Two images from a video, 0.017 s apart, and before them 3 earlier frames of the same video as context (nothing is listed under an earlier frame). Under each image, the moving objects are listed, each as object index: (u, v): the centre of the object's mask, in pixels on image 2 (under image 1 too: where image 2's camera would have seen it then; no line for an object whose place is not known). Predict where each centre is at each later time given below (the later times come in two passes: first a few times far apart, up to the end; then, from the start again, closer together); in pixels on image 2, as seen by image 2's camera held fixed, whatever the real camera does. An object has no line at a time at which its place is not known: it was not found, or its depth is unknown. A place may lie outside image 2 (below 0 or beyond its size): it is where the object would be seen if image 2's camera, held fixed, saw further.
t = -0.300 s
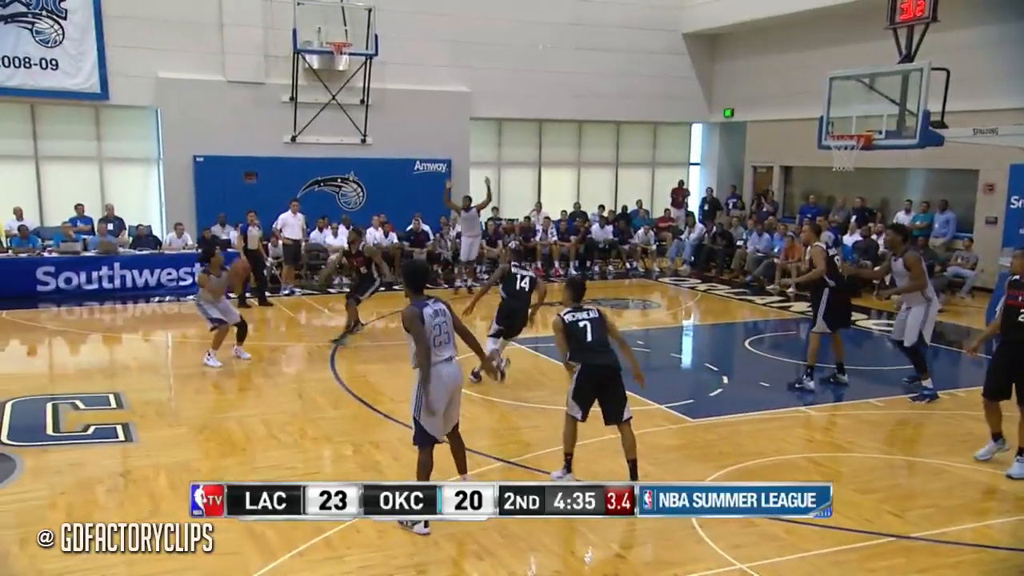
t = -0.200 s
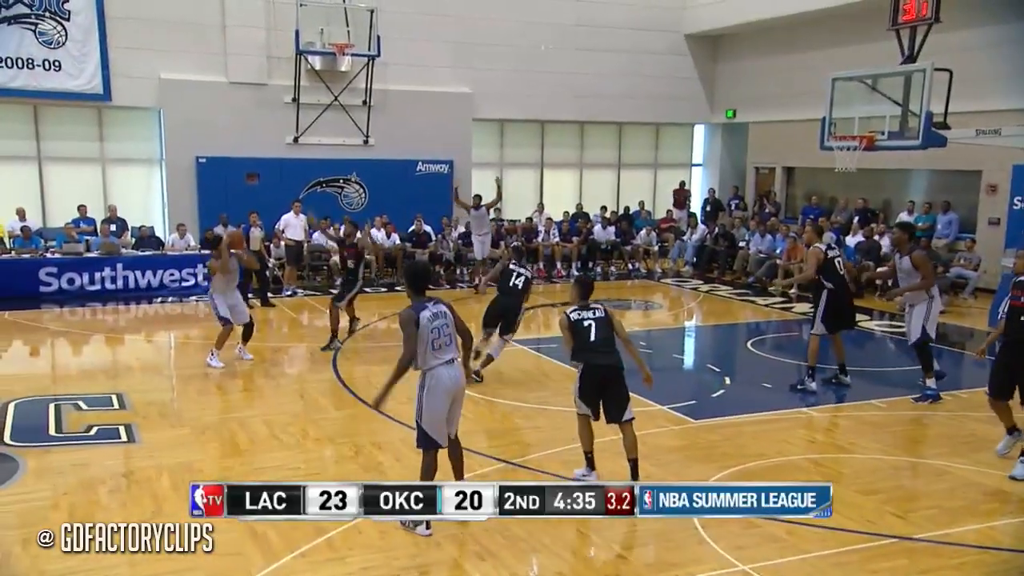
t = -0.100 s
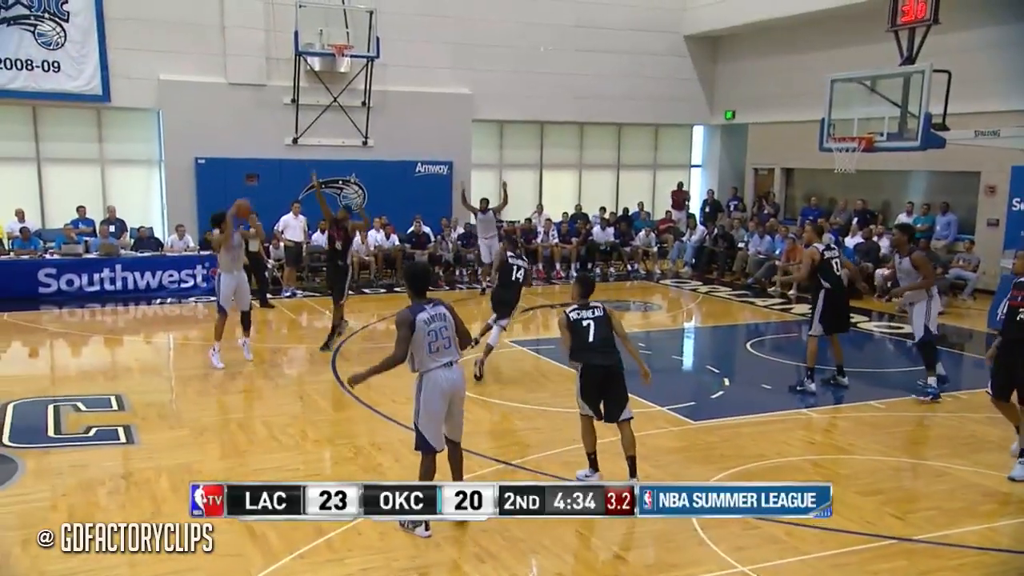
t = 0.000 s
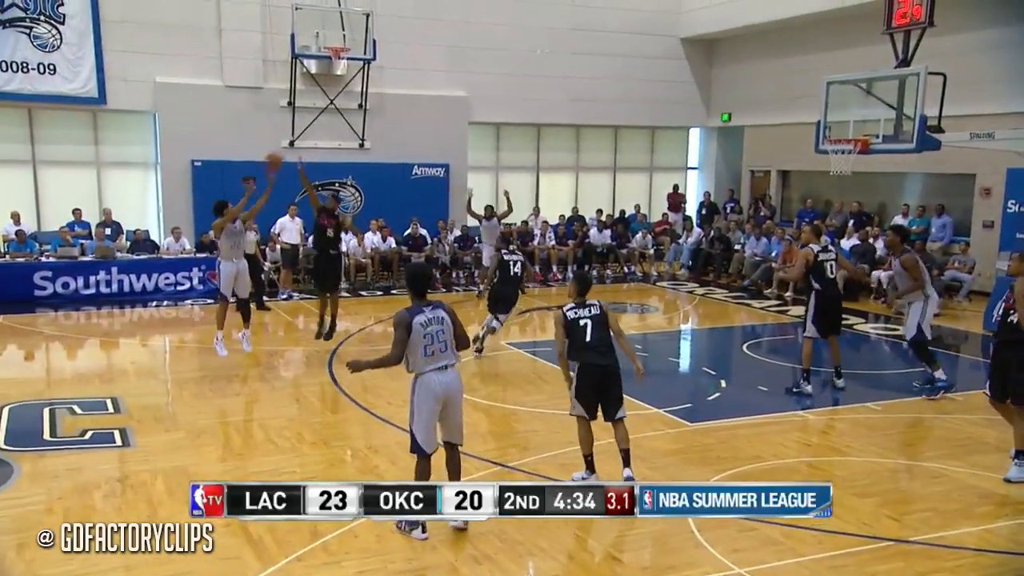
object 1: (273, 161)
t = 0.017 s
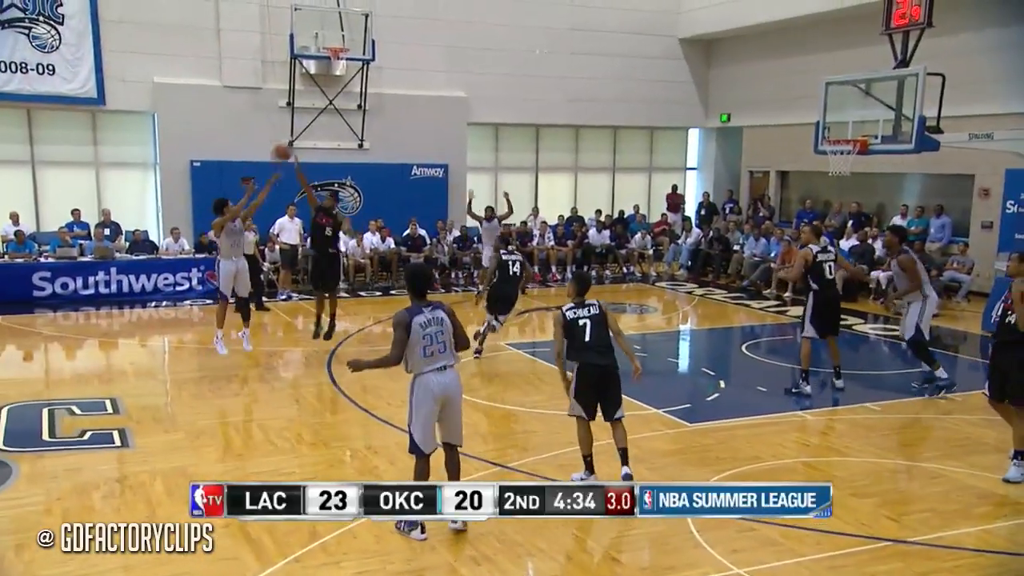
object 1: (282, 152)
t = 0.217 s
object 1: (385, 60)
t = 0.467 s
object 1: (508, -9)
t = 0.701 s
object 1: (616, -27)
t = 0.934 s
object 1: (713, -2)
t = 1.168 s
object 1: (805, 59)
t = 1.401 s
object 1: (842, 137)
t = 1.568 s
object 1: (838, 157)
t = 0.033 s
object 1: (290, 144)
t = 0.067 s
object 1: (308, 127)
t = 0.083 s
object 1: (316, 119)
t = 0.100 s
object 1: (326, 110)
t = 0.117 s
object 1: (334, 102)
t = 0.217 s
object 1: (385, 60)
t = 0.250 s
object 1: (402, 48)
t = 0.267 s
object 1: (410, 42)
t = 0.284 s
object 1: (419, 37)
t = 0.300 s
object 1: (427, 31)
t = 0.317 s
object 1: (435, 26)
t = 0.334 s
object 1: (444, 21)
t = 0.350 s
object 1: (452, 17)
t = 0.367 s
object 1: (460, 12)
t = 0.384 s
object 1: (468, 8)
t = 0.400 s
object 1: (476, 4)
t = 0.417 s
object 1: (484, 1)
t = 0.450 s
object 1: (500, -6)
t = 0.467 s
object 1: (508, -9)
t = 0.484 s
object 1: (516, -12)
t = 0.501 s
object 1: (524, -14)
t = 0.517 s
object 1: (532, -17)
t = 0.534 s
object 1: (540, -19)
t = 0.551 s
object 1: (548, -21)
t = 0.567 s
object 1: (555, -22)
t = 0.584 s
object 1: (563, -24)
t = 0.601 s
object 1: (571, -25)
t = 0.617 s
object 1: (578, -26)
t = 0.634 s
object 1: (586, -27)
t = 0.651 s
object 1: (594, -27)
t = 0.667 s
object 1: (601, -27)
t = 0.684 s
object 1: (609, -27)
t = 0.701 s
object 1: (616, -27)
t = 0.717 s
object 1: (623, -27)
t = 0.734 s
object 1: (631, -26)
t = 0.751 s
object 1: (638, -25)
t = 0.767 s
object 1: (645, -24)
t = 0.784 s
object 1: (651, -22)
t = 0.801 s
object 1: (659, -21)
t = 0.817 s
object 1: (666, -20)
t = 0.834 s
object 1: (672, -18)
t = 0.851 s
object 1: (679, -15)
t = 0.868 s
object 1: (686, -13)
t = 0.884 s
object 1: (692, -11)
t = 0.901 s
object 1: (699, -8)
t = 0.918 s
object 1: (706, -5)
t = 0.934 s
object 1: (713, -2)
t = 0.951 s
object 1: (719, 1)
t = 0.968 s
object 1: (726, 4)
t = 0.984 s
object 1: (733, 8)
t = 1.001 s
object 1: (740, 11)
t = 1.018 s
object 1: (746, 16)
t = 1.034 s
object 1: (753, 20)
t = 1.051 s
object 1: (760, 24)
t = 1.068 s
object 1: (767, 29)
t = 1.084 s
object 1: (773, 34)
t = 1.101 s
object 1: (779, 39)
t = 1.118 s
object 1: (786, 43)
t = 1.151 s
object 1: (799, 53)
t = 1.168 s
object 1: (805, 59)
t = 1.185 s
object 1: (811, 64)
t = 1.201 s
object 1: (818, 70)
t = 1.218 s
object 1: (824, 75)
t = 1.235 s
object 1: (830, 81)
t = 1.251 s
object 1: (835, 88)
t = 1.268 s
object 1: (842, 93)
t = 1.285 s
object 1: (847, 100)
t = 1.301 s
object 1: (853, 107)
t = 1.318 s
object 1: (858, 113)
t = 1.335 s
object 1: (857, 118)
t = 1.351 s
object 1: (854, 123)
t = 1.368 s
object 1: (850, 128)
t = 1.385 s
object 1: (845, 134)
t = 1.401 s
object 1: (842, 137)
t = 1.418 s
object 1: (839, 143)
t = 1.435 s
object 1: (839, 144)
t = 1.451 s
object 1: (837, 146)
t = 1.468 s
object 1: (836, 151)
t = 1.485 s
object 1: (836, 154)
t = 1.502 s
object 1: (836, 156)
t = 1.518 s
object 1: (836, 156)
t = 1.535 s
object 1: (836, 156)
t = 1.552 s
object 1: (837, 156)
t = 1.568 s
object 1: (838, 157)
